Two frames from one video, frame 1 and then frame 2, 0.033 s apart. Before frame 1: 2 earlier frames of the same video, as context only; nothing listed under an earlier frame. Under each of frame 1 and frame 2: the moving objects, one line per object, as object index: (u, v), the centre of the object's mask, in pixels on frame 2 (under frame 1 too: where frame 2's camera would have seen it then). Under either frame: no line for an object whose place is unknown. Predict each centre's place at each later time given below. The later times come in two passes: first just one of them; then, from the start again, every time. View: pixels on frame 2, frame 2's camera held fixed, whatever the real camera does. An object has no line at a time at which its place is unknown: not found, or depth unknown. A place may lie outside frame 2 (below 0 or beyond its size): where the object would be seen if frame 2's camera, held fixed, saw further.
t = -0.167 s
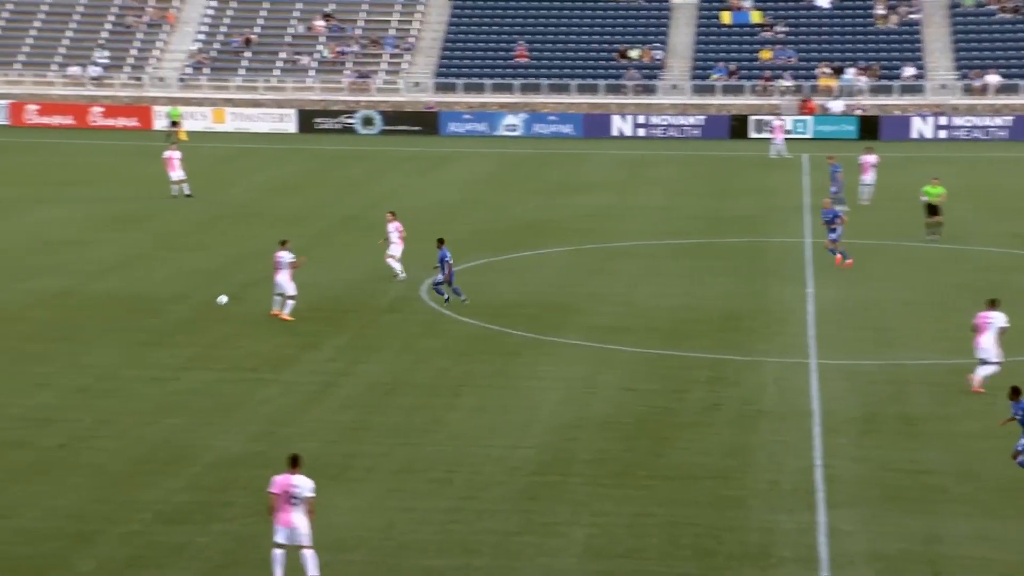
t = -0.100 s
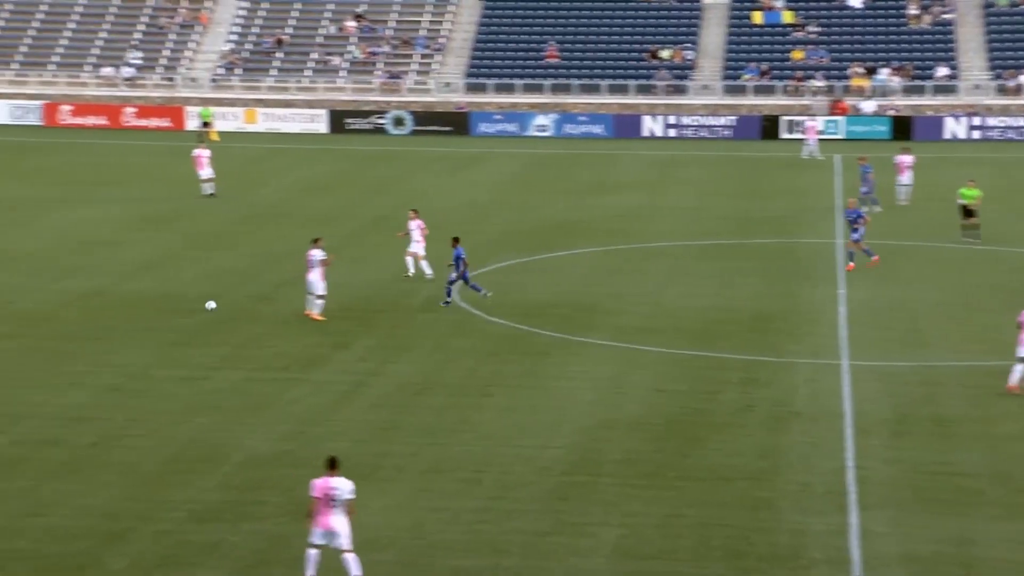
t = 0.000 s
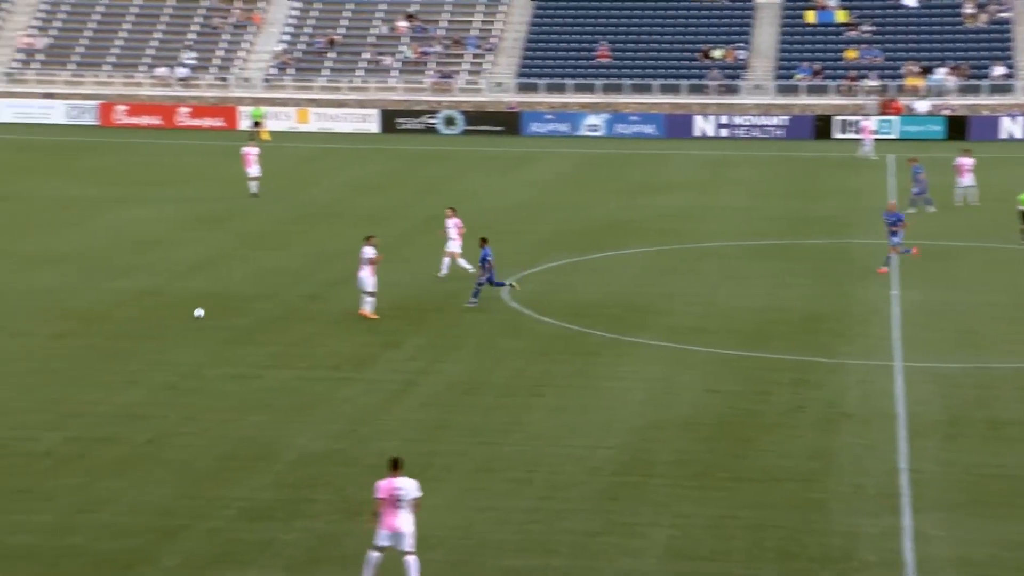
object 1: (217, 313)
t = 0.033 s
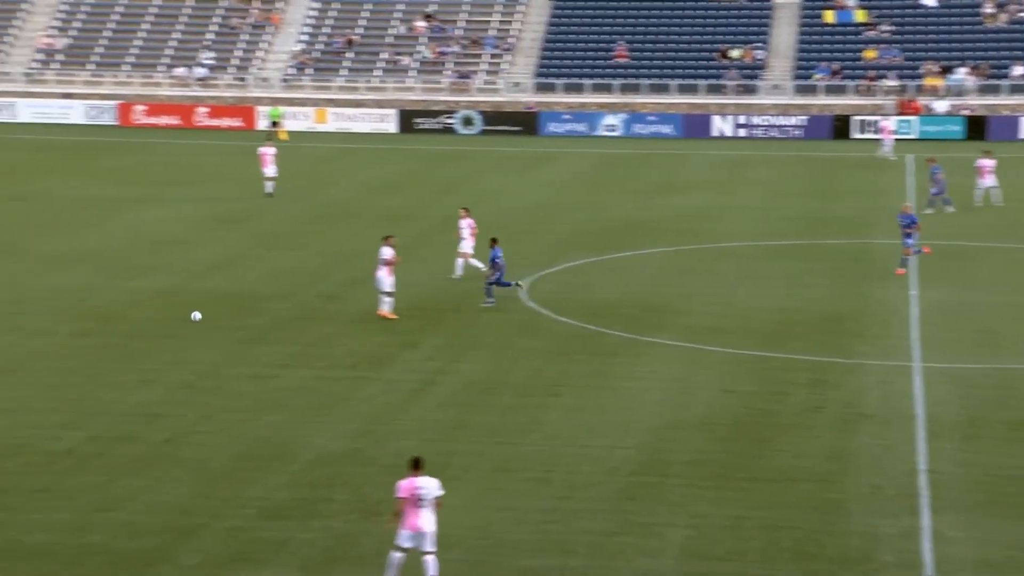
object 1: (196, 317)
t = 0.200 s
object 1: (95, 331)
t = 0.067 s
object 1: (176, 318)
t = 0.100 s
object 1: (156, 320)
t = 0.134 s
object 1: (136, 323)
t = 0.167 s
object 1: (115, 327)
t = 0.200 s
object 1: (95, 331)
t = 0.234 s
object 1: (75, 335)
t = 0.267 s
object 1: (55, 337)
